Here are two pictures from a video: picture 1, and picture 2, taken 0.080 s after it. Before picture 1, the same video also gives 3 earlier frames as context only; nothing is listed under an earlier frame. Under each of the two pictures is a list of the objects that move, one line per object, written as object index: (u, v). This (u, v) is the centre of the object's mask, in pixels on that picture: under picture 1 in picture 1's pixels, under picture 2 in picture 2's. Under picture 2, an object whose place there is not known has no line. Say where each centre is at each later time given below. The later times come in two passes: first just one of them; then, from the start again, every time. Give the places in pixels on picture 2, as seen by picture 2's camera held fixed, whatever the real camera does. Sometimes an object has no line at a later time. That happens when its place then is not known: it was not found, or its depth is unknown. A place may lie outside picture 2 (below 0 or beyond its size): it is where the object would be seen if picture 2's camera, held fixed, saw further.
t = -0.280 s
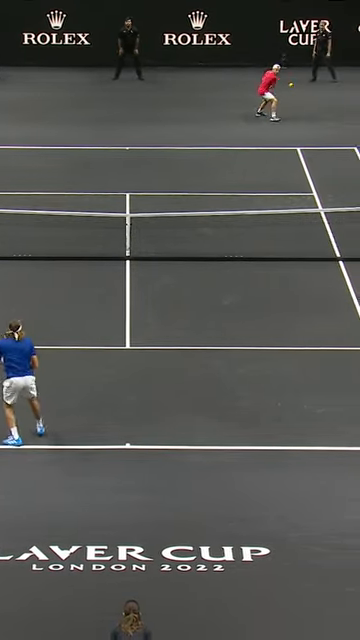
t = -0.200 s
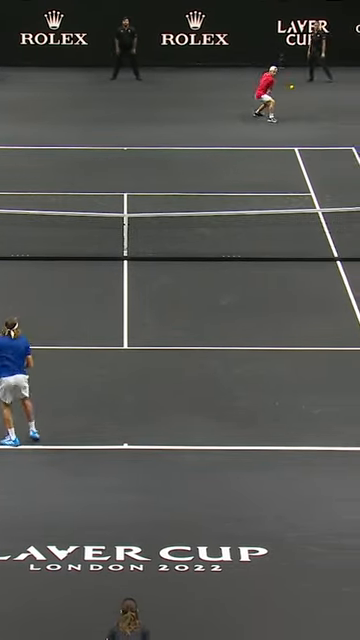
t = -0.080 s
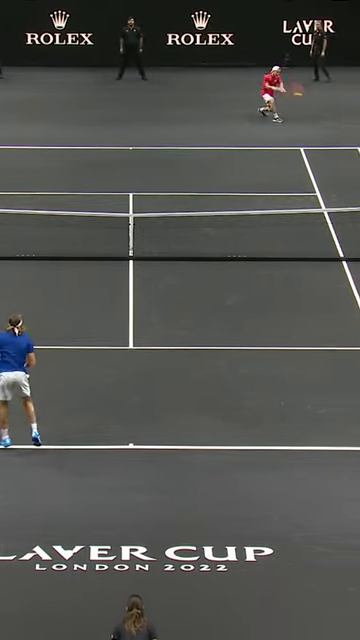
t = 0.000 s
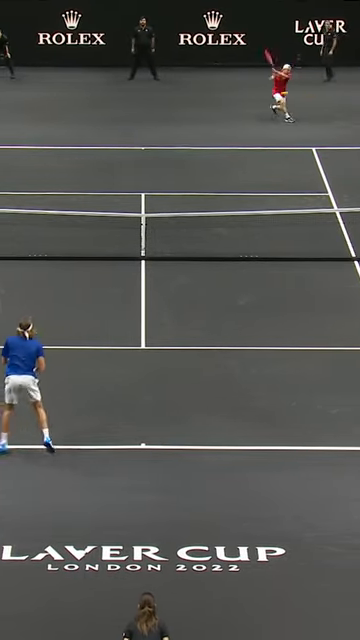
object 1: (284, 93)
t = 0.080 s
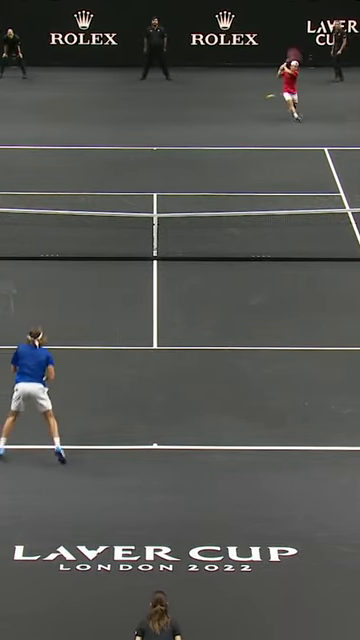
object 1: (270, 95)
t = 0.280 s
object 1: (215, 122)
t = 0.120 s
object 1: (260, 98)
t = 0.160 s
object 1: (249, 102)
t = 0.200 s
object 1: (238, 107)
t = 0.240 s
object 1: (227, 114)
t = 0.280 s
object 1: (215, 122)
